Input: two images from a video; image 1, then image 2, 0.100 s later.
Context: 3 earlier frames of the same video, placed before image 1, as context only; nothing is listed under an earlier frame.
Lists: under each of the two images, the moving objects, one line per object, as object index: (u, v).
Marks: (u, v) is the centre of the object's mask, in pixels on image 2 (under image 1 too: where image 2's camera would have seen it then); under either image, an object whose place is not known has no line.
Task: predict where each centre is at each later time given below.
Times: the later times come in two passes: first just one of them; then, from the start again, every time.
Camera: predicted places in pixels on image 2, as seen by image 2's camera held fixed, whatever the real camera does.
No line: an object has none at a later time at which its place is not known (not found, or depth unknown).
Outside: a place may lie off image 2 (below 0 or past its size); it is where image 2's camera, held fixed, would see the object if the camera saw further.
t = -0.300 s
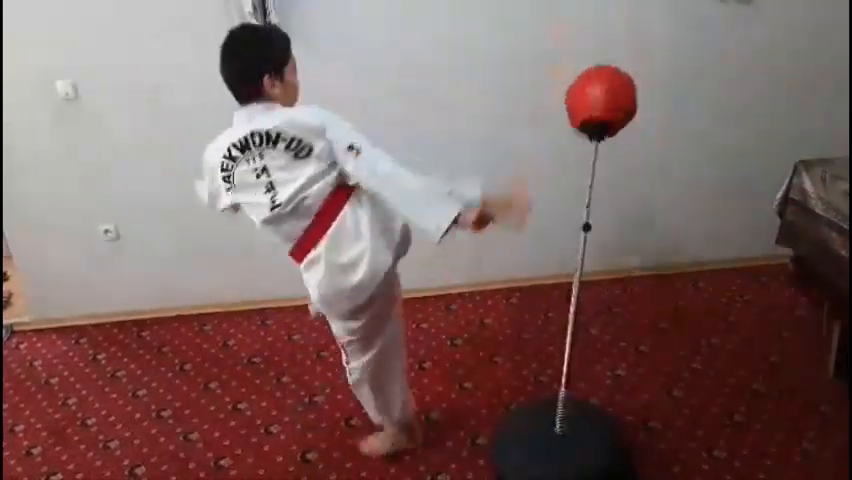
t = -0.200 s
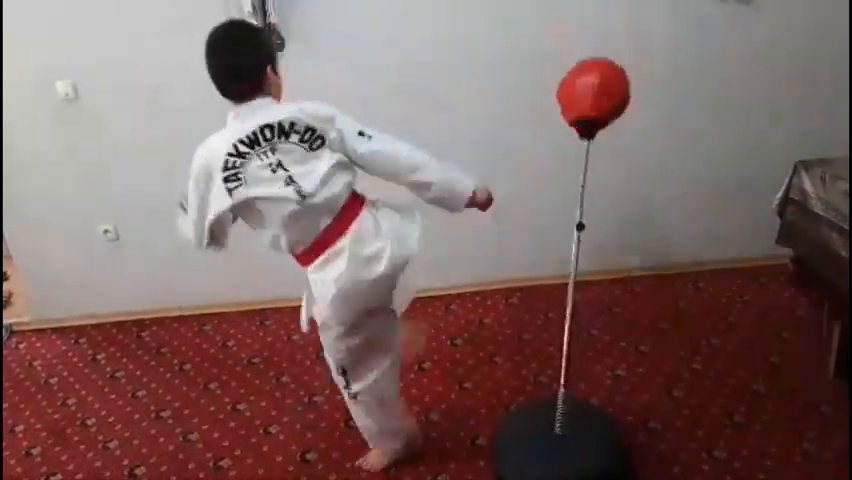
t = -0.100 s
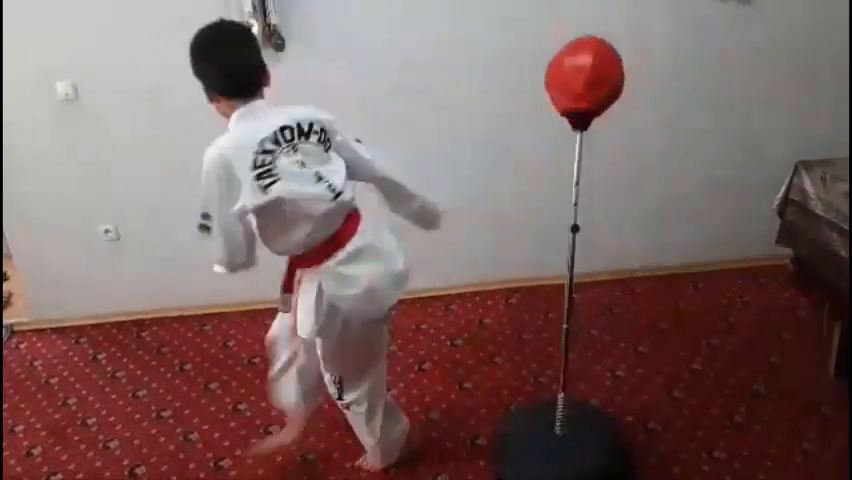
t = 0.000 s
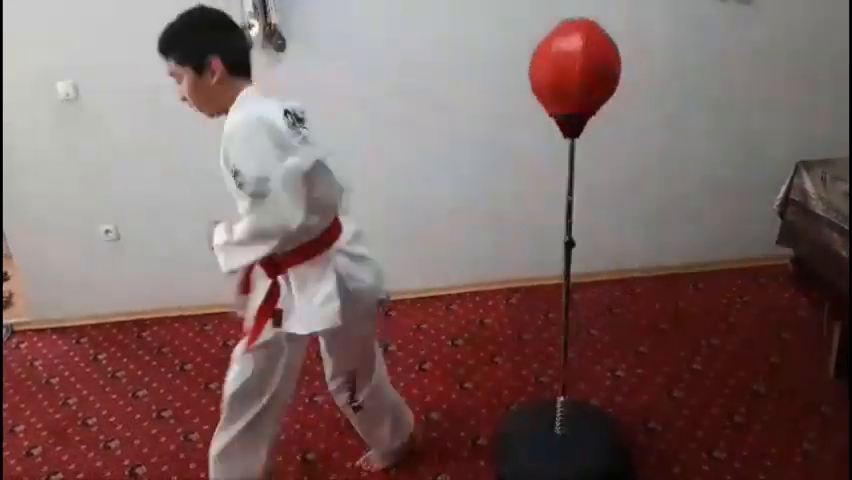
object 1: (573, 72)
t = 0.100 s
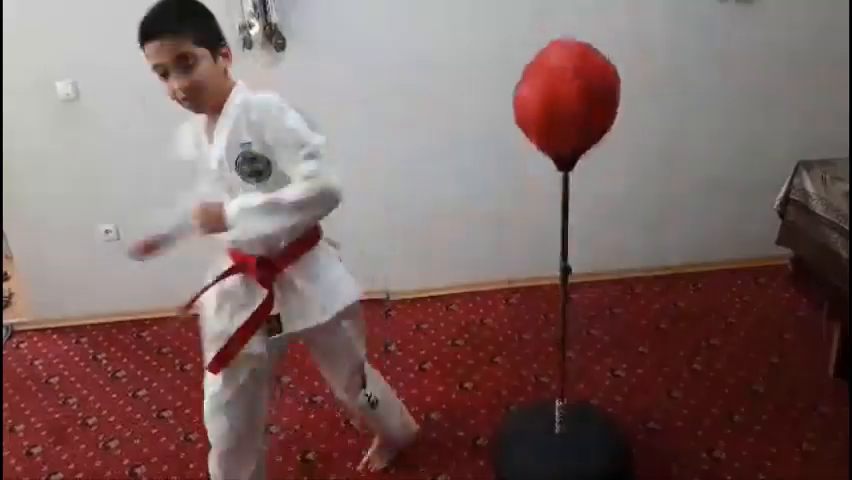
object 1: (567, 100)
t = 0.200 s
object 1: (565, 155)
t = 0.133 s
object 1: (565, 116)
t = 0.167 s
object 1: (565, 135)
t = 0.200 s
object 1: (565, 155)
